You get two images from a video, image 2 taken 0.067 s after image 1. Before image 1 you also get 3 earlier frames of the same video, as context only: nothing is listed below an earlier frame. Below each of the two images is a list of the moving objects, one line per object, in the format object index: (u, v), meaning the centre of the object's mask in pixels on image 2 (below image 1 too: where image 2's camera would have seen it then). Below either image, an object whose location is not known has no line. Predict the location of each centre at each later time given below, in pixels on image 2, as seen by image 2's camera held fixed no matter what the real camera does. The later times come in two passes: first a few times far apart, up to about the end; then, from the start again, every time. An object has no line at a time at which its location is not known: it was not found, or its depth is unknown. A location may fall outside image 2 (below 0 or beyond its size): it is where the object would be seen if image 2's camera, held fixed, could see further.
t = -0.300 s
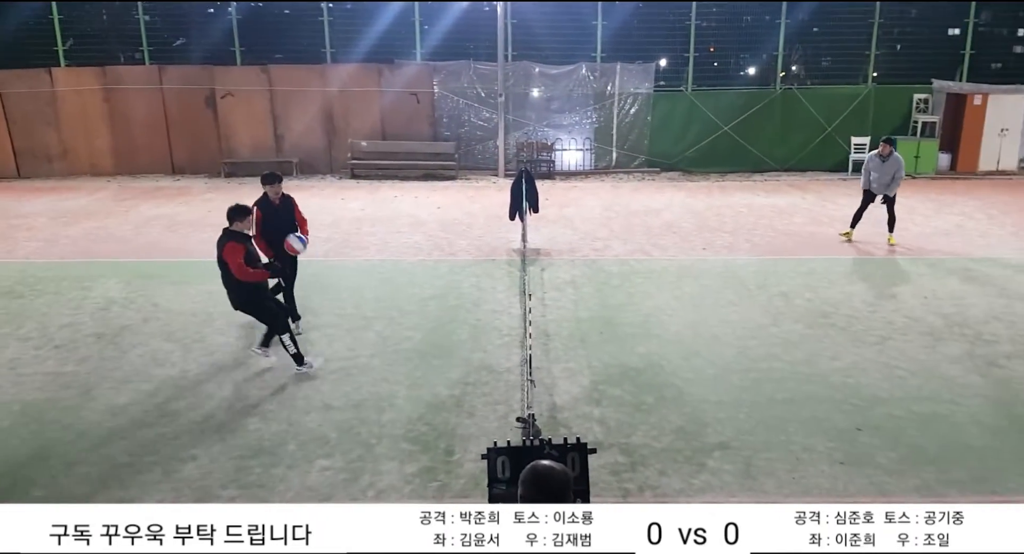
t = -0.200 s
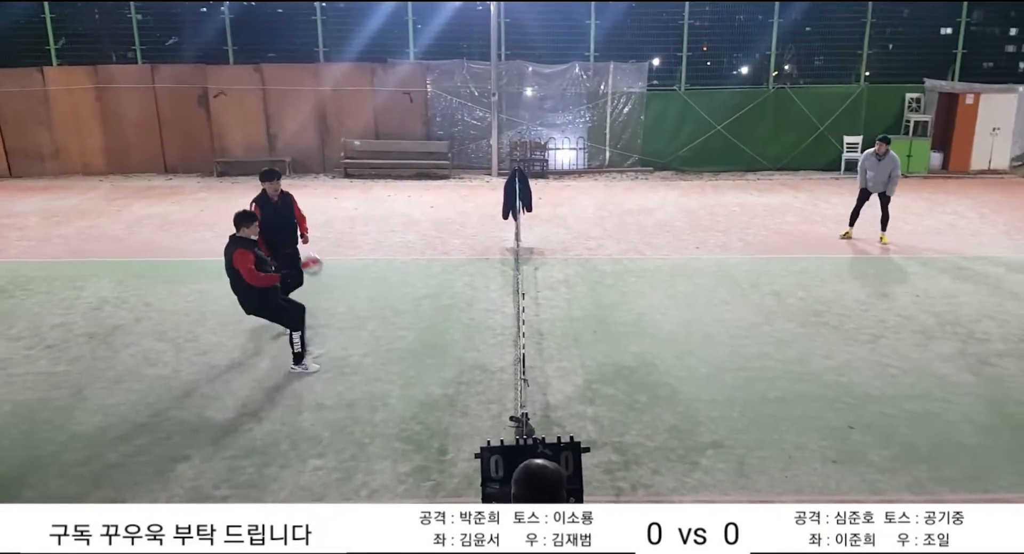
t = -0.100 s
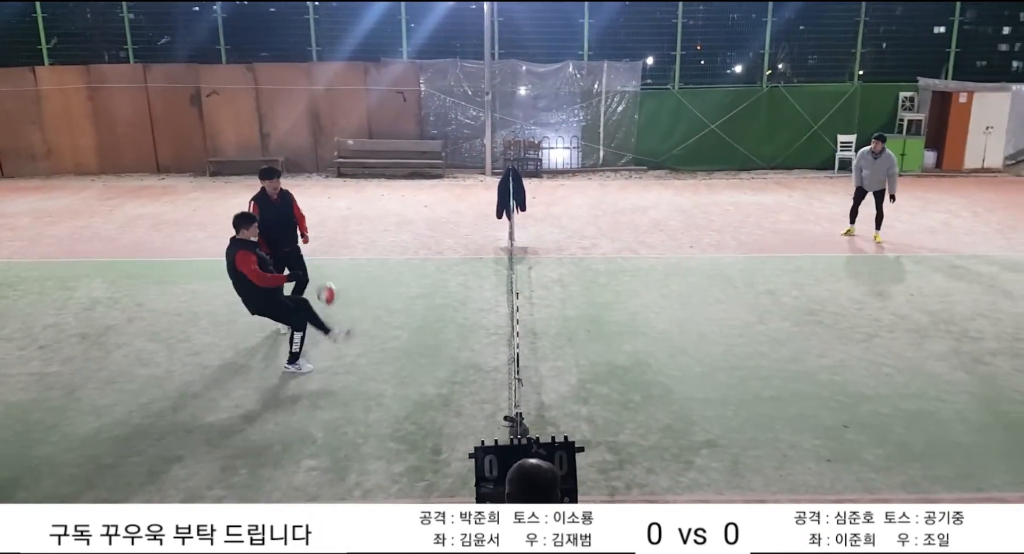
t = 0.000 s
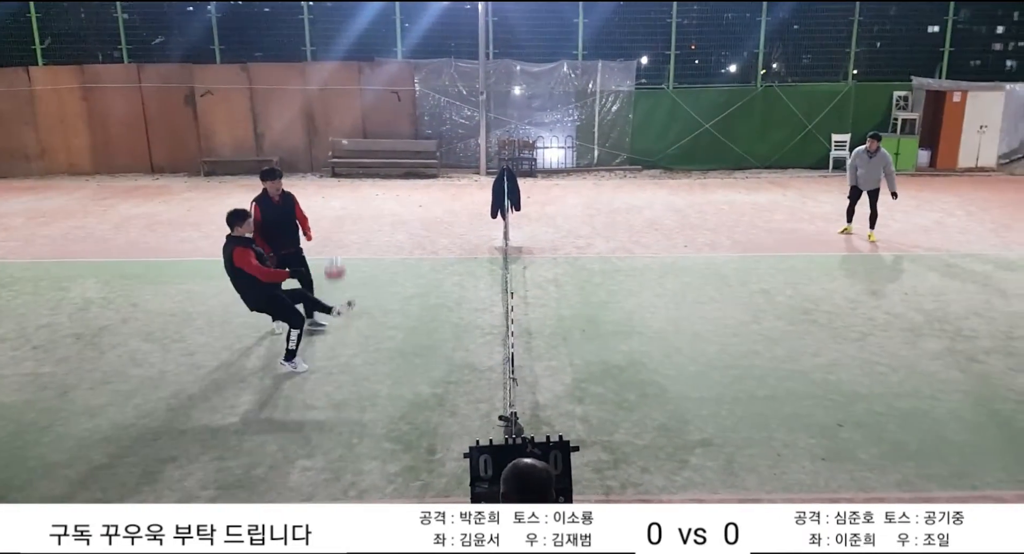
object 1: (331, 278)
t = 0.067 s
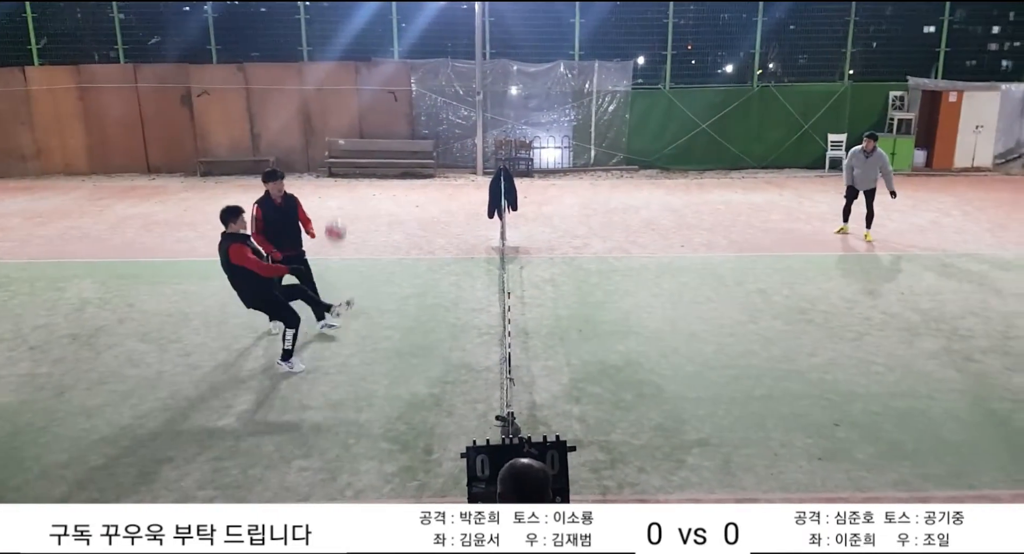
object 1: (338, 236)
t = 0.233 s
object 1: (346, 159)
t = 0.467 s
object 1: (359, 98)
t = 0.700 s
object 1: (381, 99)
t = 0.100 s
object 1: (338, 218)
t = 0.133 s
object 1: (339, 201)
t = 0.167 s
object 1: (340, 186)
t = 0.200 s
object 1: (343, 172)
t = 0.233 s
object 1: (346, 159)
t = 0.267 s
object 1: (347, 146)
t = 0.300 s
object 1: (349, 135)
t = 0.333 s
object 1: (350, 125)
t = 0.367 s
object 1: (352, 117)
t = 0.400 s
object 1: (354, 110)
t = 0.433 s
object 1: (356, 104)
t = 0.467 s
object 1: (359, 98)
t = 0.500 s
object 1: (362, 93)
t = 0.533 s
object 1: (368, 91)
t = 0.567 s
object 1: (370, 90)
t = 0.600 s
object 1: (373, 91)
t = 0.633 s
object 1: (375, 92)
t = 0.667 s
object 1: (378, 95)
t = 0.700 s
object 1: (381, 99)
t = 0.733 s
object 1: (384, 104)
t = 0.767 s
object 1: (386, 111)
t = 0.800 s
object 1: (388, 122)
